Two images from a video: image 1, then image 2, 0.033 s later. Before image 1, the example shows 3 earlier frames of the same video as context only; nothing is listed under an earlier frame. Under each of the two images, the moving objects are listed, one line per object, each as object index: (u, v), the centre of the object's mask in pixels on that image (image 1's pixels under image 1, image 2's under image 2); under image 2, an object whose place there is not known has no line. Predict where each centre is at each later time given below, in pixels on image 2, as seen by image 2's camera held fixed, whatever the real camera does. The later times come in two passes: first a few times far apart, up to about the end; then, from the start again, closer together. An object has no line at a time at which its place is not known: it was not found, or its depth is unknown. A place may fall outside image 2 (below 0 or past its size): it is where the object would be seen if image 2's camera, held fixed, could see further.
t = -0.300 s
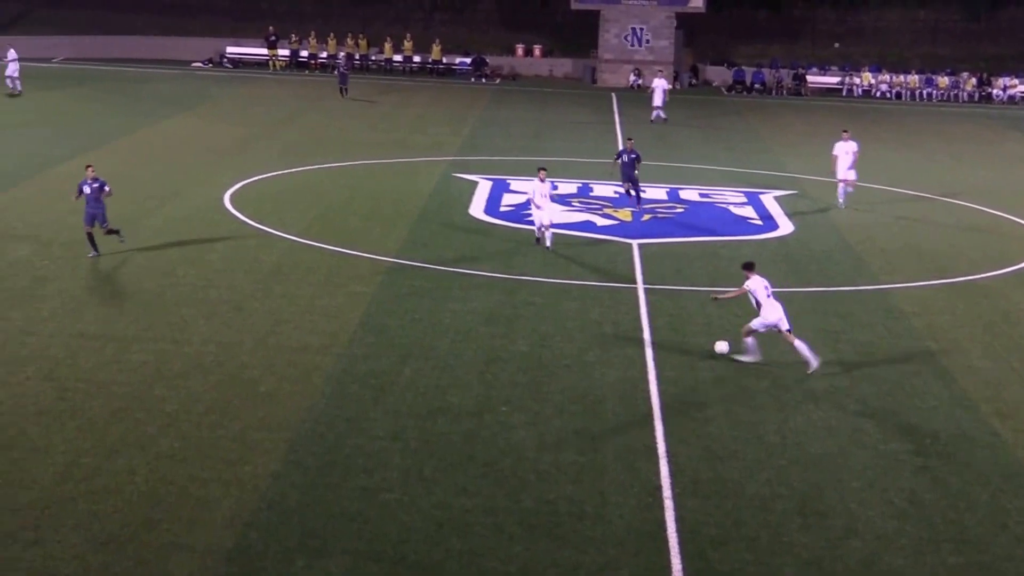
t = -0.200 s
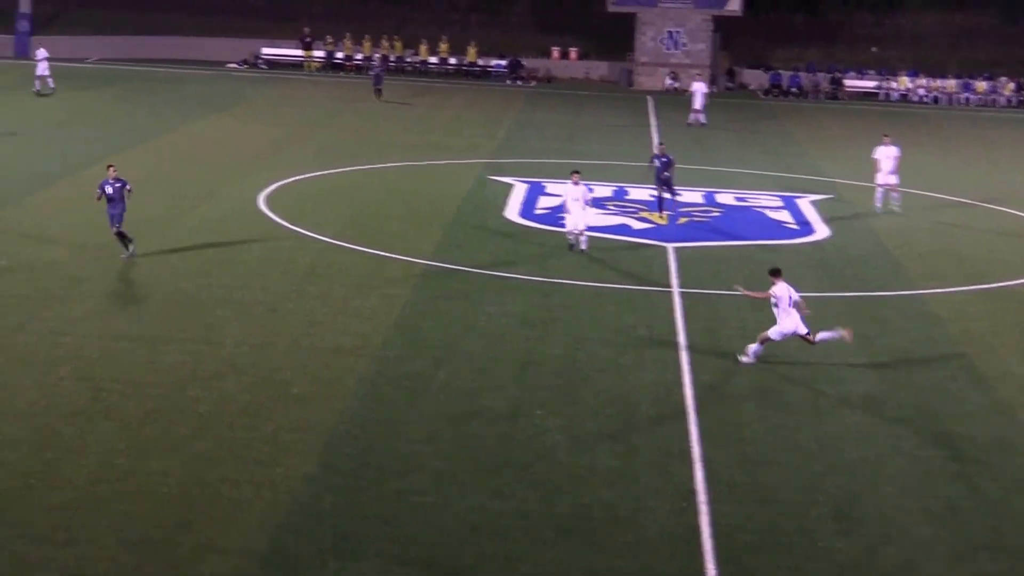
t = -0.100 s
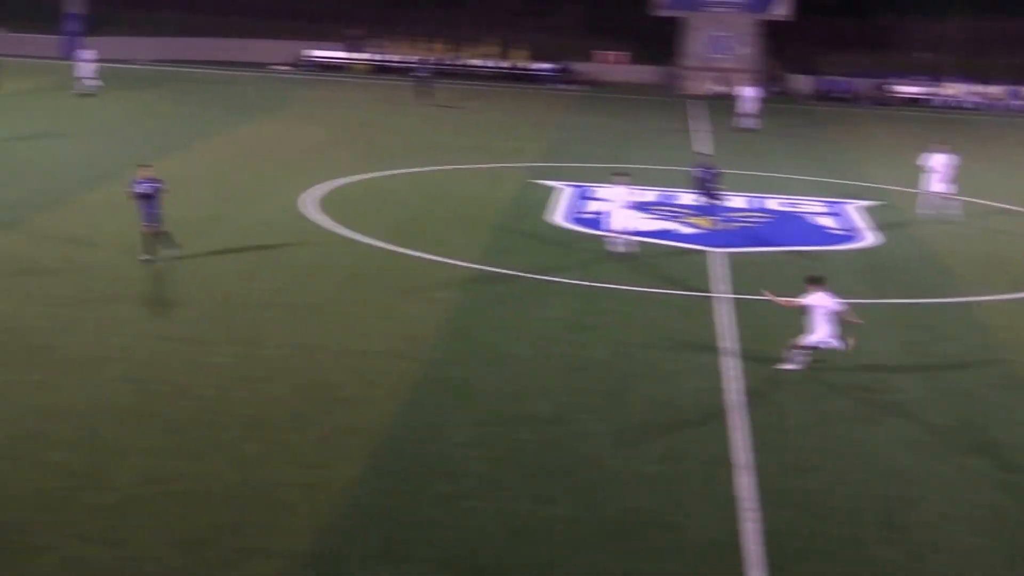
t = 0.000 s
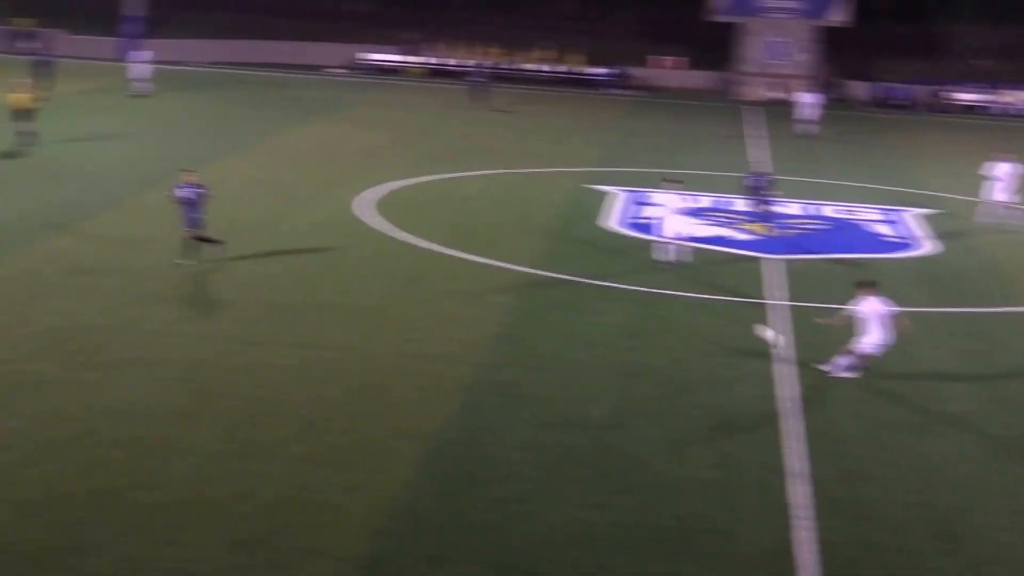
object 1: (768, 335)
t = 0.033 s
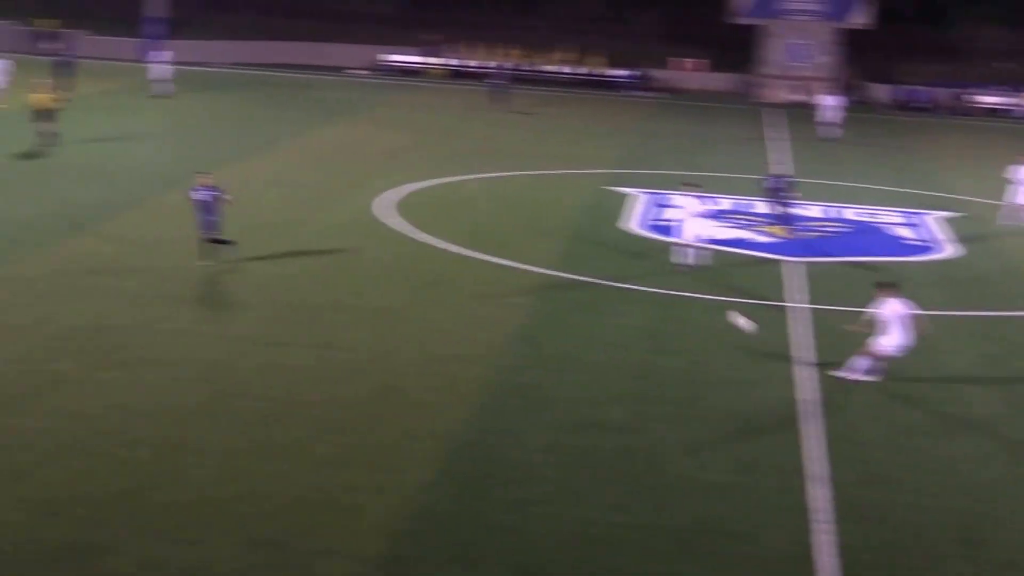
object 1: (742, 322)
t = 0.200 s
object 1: (507, 244)
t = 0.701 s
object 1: (-153, 41)
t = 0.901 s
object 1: (-418, -24)
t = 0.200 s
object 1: (507, 244)
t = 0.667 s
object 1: (-108, 52)
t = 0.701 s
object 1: (-153, 41)
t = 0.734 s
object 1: (-195, 30)
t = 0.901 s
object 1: (-418, -24)
